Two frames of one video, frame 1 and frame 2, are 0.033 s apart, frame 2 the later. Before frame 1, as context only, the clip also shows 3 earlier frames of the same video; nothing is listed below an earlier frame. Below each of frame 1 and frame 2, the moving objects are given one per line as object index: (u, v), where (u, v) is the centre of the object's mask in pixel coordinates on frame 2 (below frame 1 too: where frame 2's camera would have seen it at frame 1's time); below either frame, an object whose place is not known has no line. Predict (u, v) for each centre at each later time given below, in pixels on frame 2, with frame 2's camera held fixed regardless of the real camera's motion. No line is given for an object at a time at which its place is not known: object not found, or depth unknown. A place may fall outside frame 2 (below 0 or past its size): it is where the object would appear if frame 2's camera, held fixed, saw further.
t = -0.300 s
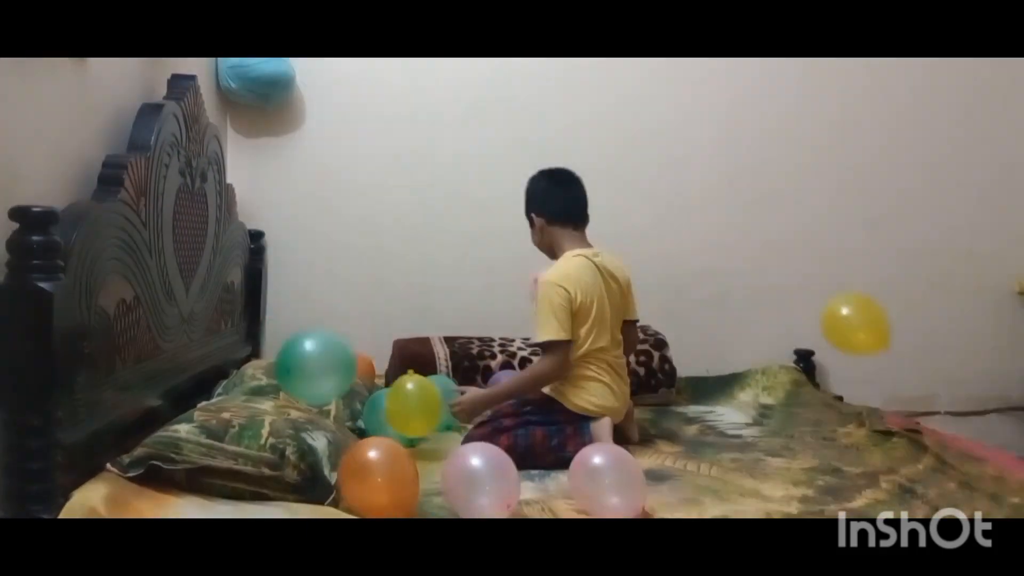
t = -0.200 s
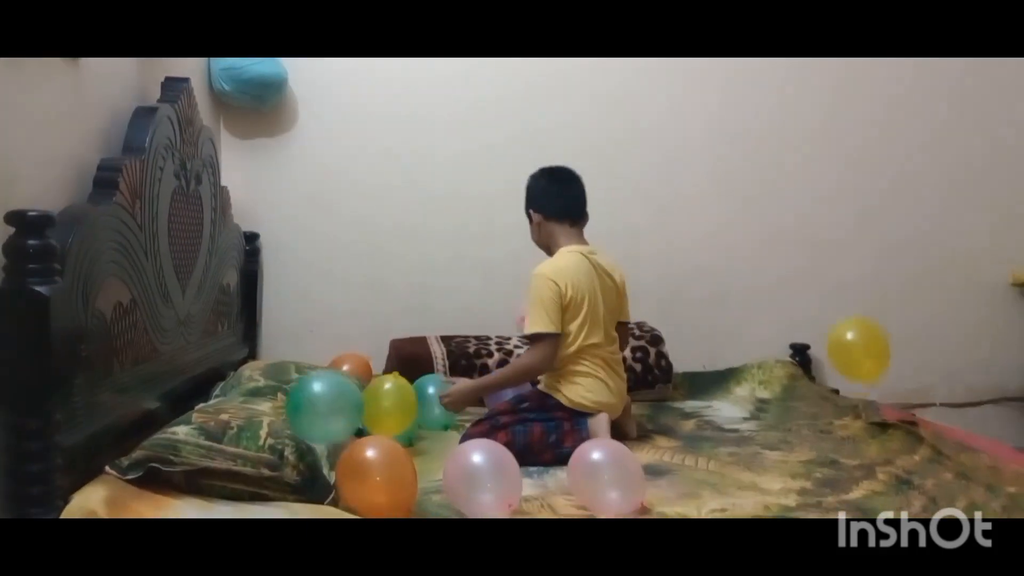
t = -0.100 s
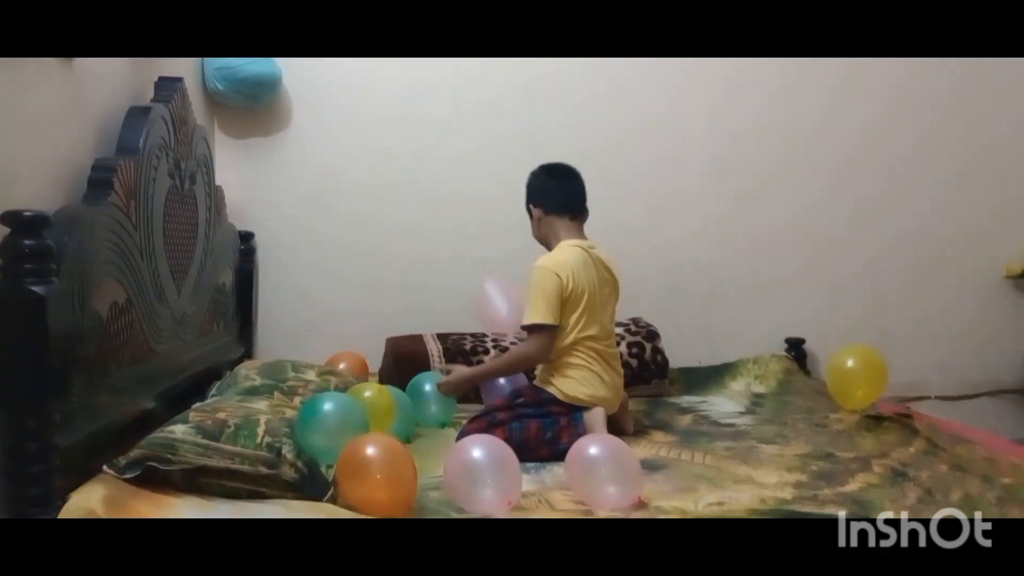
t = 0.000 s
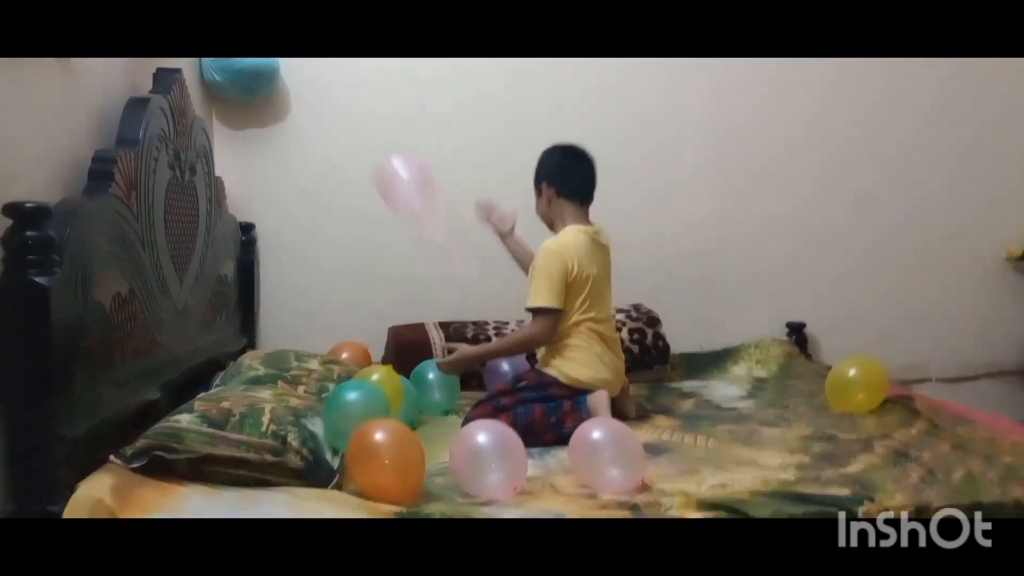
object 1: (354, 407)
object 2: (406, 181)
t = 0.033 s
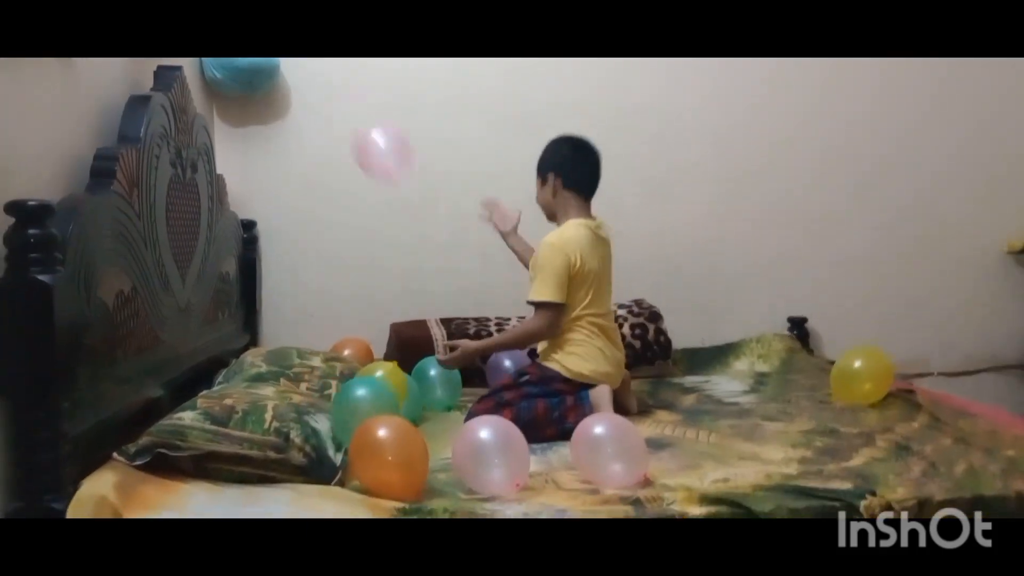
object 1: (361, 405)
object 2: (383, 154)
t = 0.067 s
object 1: (368, 403)
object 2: (366, 130)
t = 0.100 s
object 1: (376, 402)
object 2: (353, 115)
